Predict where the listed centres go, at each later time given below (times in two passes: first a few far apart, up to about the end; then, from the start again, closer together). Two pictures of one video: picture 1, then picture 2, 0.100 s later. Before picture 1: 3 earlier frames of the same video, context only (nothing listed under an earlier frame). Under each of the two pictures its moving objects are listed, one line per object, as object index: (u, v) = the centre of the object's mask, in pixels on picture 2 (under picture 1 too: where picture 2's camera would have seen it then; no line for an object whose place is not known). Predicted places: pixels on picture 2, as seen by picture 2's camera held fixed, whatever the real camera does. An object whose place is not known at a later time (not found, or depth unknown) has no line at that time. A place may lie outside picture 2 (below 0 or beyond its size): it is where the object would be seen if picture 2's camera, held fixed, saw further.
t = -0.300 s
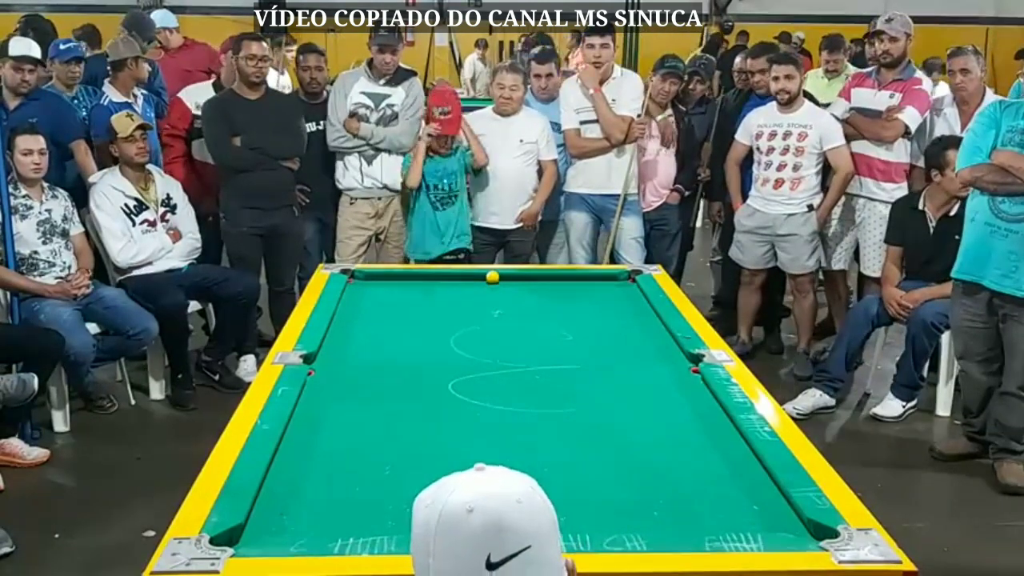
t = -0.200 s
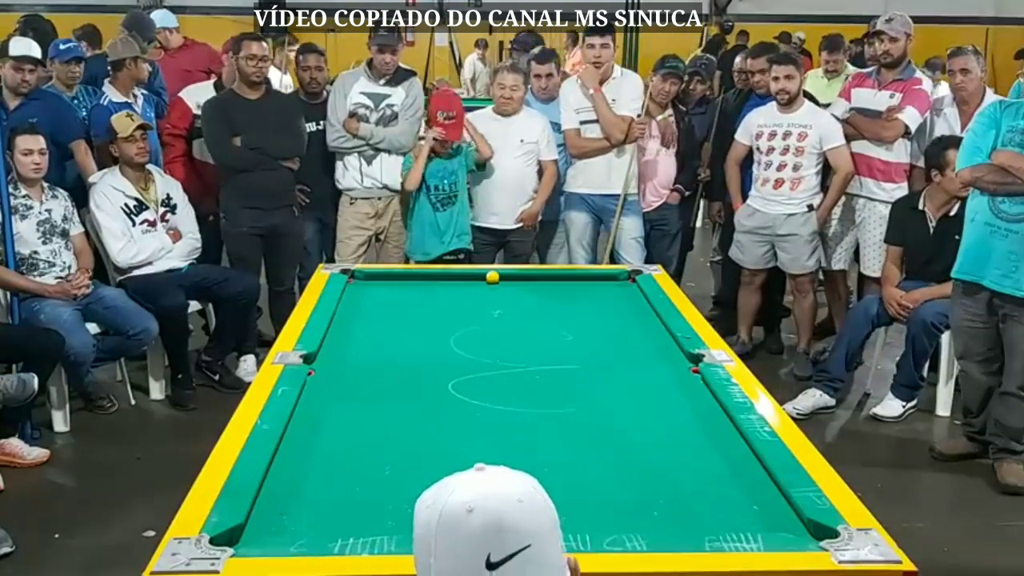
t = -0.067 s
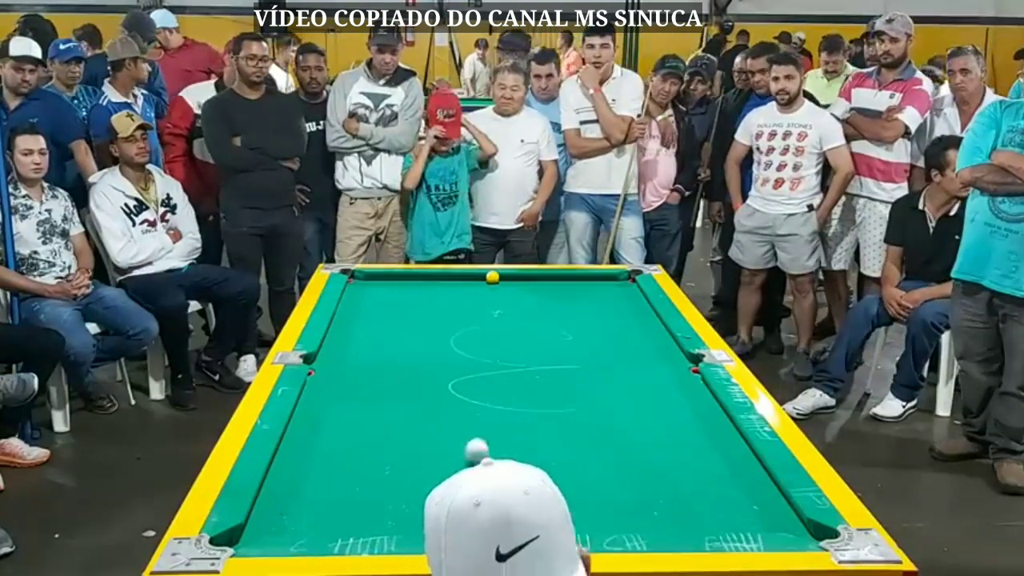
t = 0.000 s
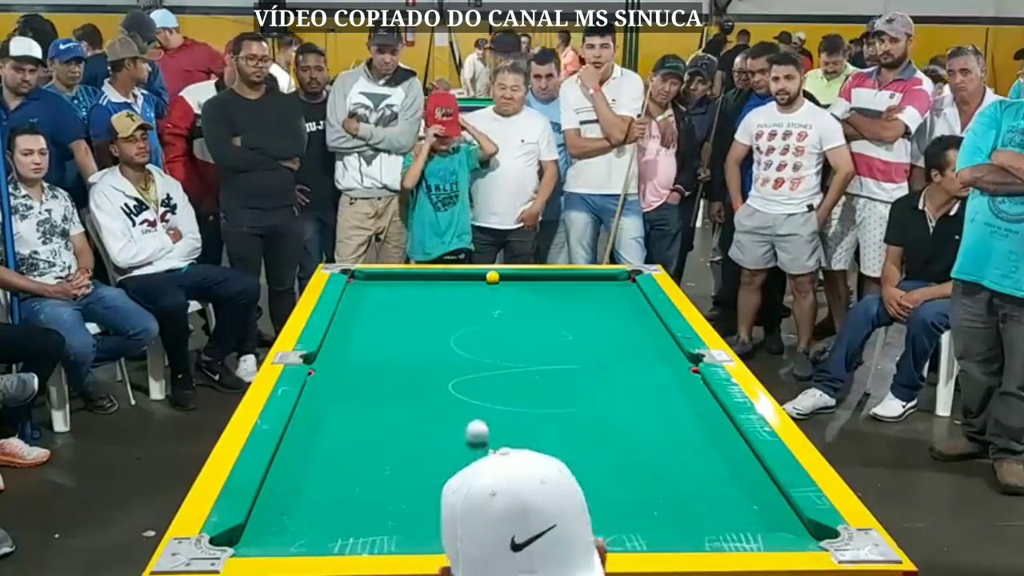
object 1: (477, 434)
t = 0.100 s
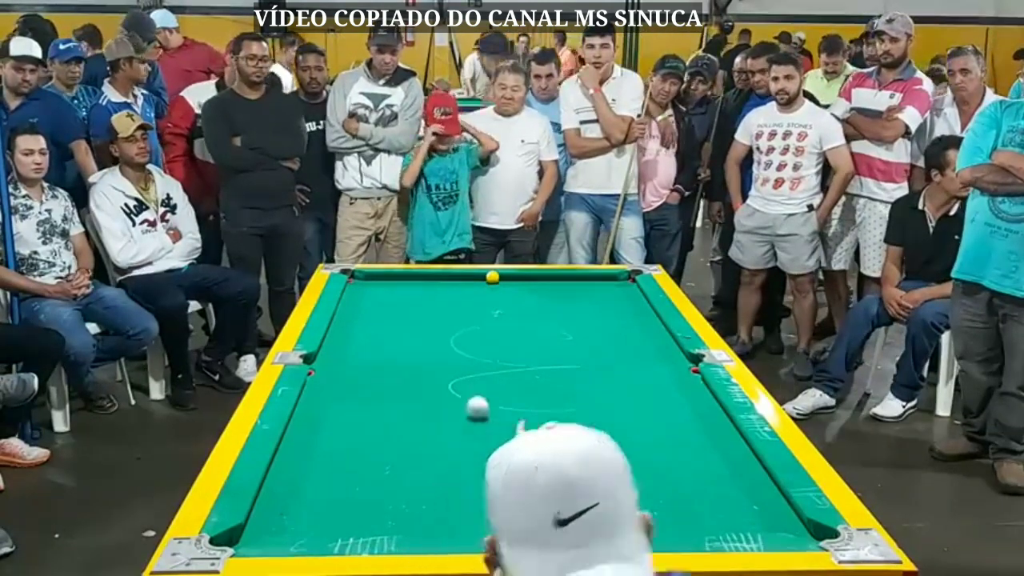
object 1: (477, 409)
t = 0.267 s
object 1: (479, 373)
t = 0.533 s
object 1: (479, 329)
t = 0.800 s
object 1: (479, 296)
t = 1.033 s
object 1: (476, 279)
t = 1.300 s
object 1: (464, 296)
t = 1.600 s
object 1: (450, 316)
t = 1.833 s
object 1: (438, 333)
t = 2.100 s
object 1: (423, 353)
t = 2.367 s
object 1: (406, 376)
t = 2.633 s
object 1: (388, 401)
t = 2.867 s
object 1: (371, 424)
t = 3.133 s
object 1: (349, 453)
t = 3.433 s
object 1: (323, 488)
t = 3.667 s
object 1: (301, 519)
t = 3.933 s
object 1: (288, 522)
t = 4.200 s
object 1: (286, 500)
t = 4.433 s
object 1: (284, 484)
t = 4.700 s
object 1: (282, 467)
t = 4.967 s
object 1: (288, 454)
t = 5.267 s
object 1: (298, 443)
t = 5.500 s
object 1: (304, 436)
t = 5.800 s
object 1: (310, 429)
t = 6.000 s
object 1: (313, 425)
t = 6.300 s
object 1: (317, 420)
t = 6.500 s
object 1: (319, 418)
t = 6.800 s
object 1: (319, 417)
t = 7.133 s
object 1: (319, 417)
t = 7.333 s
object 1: (319, 417)
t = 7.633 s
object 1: (319, 417)
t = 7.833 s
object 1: (319, 417)
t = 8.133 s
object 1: (319, 417)
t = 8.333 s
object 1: (319, 417)
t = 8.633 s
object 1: (319, 417)
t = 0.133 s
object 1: (477, 401)
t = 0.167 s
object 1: (478, 394)
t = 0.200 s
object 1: (478, 386)
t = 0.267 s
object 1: (479, 373)
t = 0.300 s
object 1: (479, 367)
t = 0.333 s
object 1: (479, 361)
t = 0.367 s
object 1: (479, 355)
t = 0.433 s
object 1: (479, 344)
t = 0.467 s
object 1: (479, 339)
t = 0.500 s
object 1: (479, 334)
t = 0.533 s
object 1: (479, 329)
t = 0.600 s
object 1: (479, 320)
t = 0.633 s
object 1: (479, 316)
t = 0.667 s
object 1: (479, 311)
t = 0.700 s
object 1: (479, 307)
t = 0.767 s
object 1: (479, 299)
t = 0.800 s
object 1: (479, 296)
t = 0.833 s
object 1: (479, 292)
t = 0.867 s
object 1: (479, 289)
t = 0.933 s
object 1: (479, 282)
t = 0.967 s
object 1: (480, 278)
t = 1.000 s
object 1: (478, 277)
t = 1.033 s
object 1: (476, 279)
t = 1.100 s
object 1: (472, 284)
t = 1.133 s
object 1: (471, 286)
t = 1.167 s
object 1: (470, 288)
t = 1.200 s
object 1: (468, 290)
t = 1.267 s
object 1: (465, 294)
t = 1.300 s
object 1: (464, 296)
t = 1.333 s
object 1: (463, 298)
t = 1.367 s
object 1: (461, 301)
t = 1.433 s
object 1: (458, 305)
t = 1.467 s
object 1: (456, 307)
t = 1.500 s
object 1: (455, 309)
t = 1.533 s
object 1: (453, 311)
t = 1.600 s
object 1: (450, 316)
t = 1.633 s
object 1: (448, 318)
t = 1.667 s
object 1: (447, 321)
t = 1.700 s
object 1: (445, 323)
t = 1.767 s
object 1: (441, 328)
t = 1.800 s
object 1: (440, 330)
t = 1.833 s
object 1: (438, 333)
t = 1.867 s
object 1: (436, 335)
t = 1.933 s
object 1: (432, 340)
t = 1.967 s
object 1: (431, 343)
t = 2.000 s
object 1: (429, 345)
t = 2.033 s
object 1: (427, 348)
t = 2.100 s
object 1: (423, 353)
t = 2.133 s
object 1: (421, 356)
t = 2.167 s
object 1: (419, 359)
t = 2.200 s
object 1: (417, 362)
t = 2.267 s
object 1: (413, 368)
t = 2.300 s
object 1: (410, 370)
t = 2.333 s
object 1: (409, 373)
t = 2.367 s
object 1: (406, 376)
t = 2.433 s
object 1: (402, 382)
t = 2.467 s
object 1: (400, 385)
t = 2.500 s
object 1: (398, 388)
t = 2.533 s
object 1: (395, 392)
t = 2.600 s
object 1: (391, 398)
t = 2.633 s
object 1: (388, 401)
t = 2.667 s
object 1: (386, 404)
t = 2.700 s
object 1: (383, 408)
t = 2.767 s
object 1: (378, 414)
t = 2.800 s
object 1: (376, 417)
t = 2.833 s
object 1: (374, 421)
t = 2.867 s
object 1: (371, 424)
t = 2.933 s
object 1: (365, 431)
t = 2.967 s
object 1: (363, 435)
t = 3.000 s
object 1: (360, 439)
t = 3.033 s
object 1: (358, 442)
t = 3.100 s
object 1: (352, 449)
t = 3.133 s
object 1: (349, 453)
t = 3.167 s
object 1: (346, 457)
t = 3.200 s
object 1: (344, 460)
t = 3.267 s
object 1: (338, 468)
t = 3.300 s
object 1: (335, 472)
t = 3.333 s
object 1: (332, 476)
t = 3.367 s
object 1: (329, 480)
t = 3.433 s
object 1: (323, 488)
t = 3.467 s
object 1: (320, 493)
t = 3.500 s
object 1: (317, 497)
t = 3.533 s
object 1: (314, 500)
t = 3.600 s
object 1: (308, 510)
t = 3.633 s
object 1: (305, 514)
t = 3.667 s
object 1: (301, 519)
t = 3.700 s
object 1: (298, 523)
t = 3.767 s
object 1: (292, 528)
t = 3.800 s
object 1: (289, 529)
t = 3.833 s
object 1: (289, 527)
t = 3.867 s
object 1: (289, 525)
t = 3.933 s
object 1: (288, 522)
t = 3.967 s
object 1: (287, 519)
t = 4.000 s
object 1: (287, 516)
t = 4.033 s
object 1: (287, 514)
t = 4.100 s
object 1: (287, 508)
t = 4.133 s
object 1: (286, 505)
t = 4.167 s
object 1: (286, 503)
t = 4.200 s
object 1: (286, 500)
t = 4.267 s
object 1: (285, 495)
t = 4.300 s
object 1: (285, 493)
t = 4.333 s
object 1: (285, 490)
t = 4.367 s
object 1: (284, 488)
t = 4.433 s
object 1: (284, 484)
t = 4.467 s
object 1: (284, 481)
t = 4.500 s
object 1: (283, 479)
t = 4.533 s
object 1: (284, 477)
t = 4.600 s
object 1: (283, 473)
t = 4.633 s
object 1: (282, 471)
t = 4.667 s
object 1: (282, 469)
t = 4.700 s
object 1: (282, 467)
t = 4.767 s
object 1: (282, 463)
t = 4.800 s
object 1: (283, 462)
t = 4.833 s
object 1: (284, 460)
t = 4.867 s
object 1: (285, 459)
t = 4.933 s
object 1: (287, 456)
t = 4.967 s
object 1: (288, 454)
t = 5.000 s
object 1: (290, 453)
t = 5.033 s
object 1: (290, 452)
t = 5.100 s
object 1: (293, 449)
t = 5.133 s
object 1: (294, 448)
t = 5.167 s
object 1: (295, 447)
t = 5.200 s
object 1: (296, 445)
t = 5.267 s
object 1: (298, 443)
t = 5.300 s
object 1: (299, 442)
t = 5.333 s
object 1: (299, 441)
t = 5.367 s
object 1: (300, 440)
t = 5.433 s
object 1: (302, 438)
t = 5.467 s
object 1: (303, 437)
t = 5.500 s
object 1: (304, 436)
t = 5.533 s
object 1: (304, 435)
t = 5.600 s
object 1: (306, 434)
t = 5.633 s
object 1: (306, 433)
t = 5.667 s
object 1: (307, 432)
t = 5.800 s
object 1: (310, 429)
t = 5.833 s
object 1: (310, 428)
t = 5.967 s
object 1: (312, 425)
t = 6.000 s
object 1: (313, 425)
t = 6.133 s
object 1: (315, 422)
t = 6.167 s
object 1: (315, 422)
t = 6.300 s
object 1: (317, 420)
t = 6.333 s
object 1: (317, 420)
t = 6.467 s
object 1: (318, 418)
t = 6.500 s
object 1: (319, 418)
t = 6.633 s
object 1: (319, 417)
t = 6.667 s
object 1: (319, 417)
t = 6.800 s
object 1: (319, 417)
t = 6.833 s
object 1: (319, 417)
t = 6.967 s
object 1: (319, 417)
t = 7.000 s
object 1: (319, 417)
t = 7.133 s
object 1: (319, 417)
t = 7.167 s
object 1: (319, 417)
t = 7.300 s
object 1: (319, 417)
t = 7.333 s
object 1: (319, 417)
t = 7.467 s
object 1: (319, 417)
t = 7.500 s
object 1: (319, 417)
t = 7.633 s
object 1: (319, 417)
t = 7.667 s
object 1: (319, 417)
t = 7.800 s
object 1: (319, 417)
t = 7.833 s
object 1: (319, 417)
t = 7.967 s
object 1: (319, 417)
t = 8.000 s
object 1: (319, 417)
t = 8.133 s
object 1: (319, 417)
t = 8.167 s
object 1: (319, 417)
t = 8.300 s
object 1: (319, 417)
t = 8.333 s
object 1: (319, 417)
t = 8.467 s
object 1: (319, 417)
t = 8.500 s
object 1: (319, 417)
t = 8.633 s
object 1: (319, 417)
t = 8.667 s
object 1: (319, 417)
